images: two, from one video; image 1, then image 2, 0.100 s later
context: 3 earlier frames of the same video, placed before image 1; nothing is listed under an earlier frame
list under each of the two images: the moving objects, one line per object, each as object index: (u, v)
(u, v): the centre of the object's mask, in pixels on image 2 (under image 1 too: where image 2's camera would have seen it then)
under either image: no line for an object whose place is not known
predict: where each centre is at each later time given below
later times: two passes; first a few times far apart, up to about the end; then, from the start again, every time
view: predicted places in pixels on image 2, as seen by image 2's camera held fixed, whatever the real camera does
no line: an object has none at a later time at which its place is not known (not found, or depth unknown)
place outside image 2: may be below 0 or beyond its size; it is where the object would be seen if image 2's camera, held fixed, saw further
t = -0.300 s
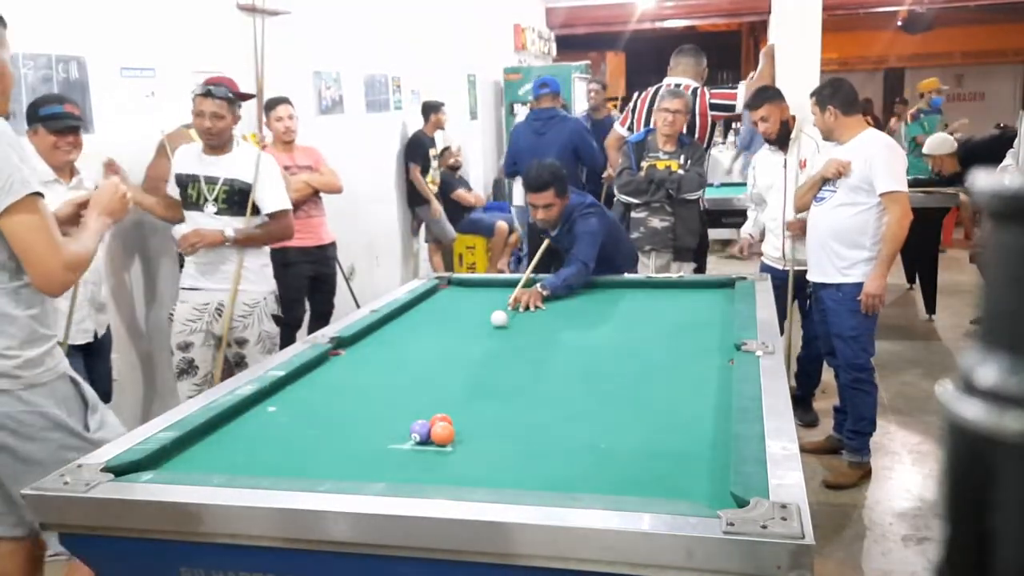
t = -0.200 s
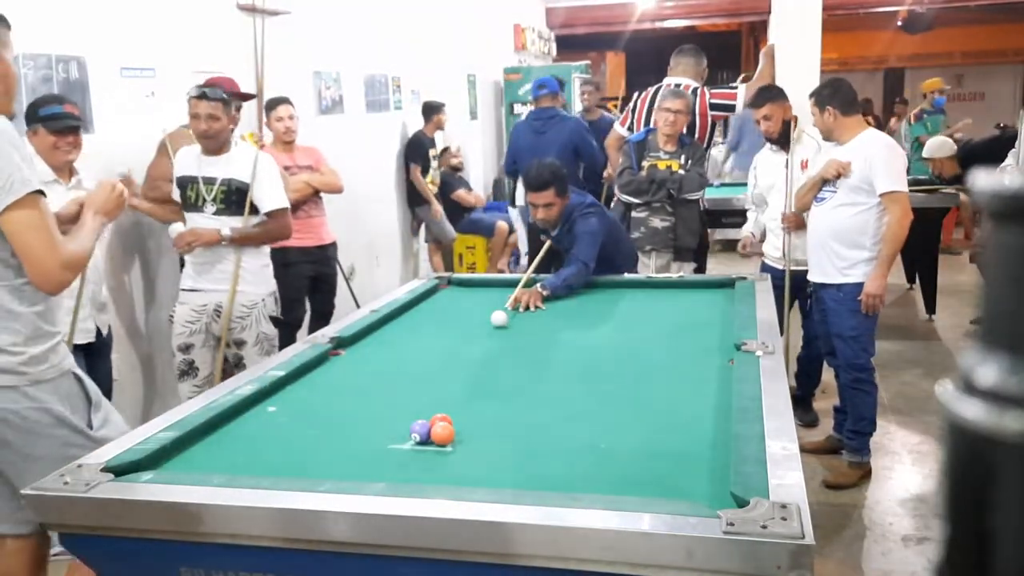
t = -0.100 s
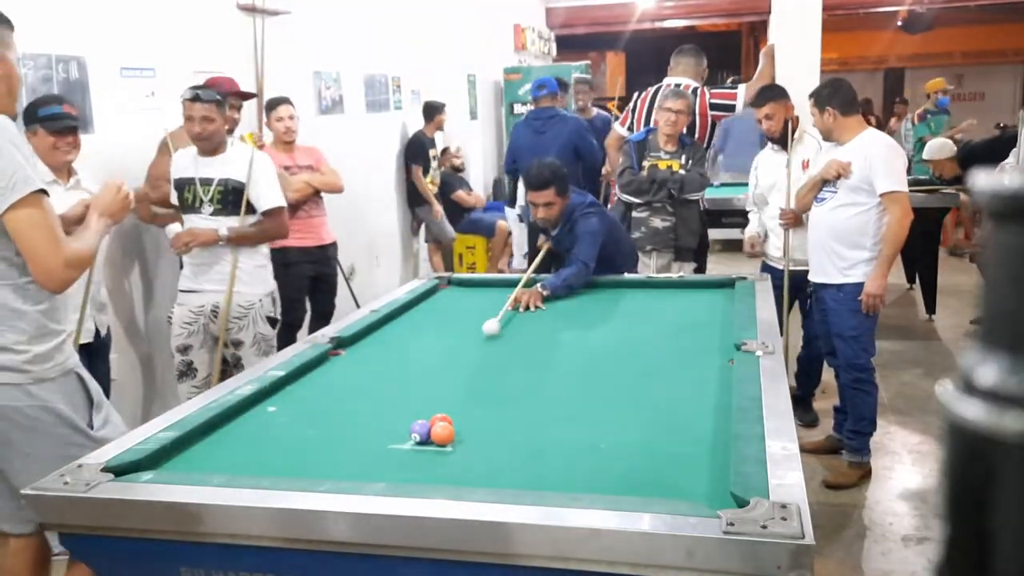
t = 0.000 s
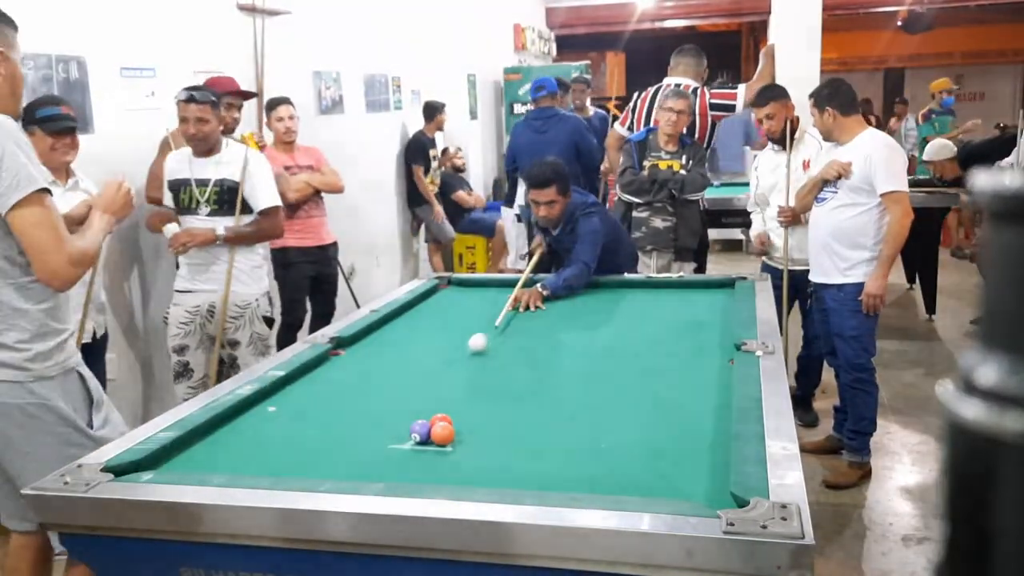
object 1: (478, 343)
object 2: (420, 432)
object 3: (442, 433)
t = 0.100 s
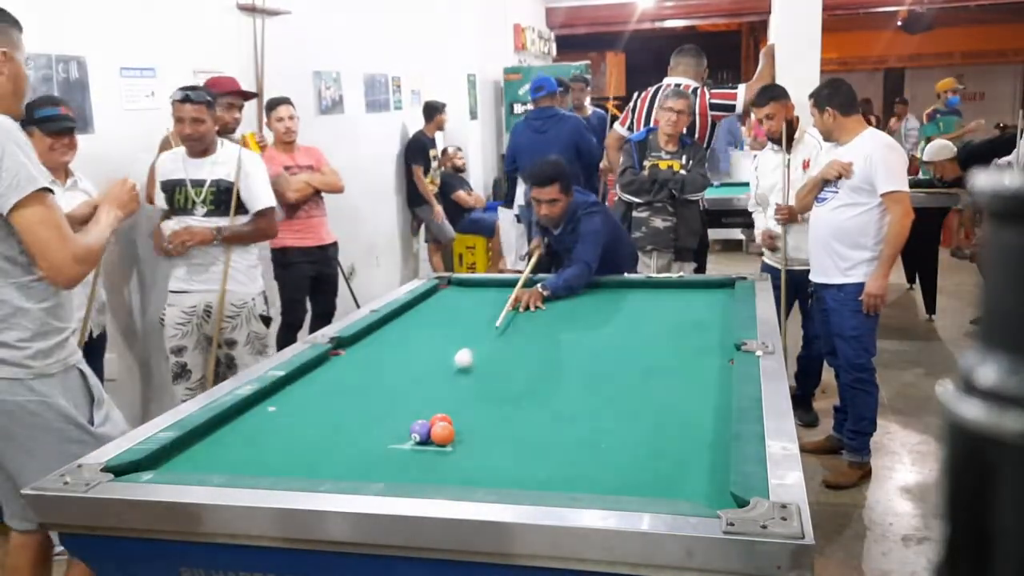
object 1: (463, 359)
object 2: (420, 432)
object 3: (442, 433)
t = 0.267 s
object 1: (435, 392)
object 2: (420, 432)
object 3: (442, 434)
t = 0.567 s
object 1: (331, 457)
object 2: (403, 442)
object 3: (498, 440)
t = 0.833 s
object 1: (301, 445)
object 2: (376, 458)
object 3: (580, 450)
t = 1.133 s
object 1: (308, 409)
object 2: (347, 471)
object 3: (676, 462)
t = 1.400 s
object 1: (312, 385)
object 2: (337, 471)
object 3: (689, 467)
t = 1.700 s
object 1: (321, 362)
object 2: (335, 466)
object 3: (633, 468)
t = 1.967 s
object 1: (356, 349)
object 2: (335, 461)
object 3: (591, 468)
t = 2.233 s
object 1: (387, 337)
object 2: (334, 456)
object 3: (553, 467)
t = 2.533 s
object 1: (416, 325)
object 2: (333, 453)
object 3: (517, 466)
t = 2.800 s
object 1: (441, 315)
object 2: (335, 449)
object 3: (492, 464)
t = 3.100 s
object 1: (462, 308)
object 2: (335, 450)
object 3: (468, 463)
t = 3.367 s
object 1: (479, 301)
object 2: (335, 450)
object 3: (453, 462)
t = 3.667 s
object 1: (497, 294)
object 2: (336, 449)
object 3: (441, 460)
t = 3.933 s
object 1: (509, 289)
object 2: (336, 449)
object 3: (435, 459)
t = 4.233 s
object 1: (522, 284)
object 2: (336, 449)
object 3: (433, 458)
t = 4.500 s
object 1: (530, 282)
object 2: (336, 449)
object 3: (433, 459)
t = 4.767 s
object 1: (532, 284)
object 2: (336, 449)
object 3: (433, 459)
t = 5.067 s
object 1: (533, 286)
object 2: (336, 449)
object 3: (433, 459)
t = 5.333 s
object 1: (534, 287)
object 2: (336, 449)
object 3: (433, 459)
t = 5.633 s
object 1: (535, 288)
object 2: (336, 449)
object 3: (433, 459)
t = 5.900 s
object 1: (535, 288)
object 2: (336, 449)
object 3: (433, 459)
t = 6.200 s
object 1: (535, 288)
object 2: (336, 449)
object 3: (433, 459)
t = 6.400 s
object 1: (535, 288)
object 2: (336, 449)
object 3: (433, 459)
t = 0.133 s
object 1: (458, 365)
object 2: (420, 432)
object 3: (442, 433)
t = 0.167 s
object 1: (453, 371)
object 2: (420, 432)
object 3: (442, 433)
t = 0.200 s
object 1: (447, 378)
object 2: (420, 432)
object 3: (442, 433)
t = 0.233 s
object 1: (442, 384)
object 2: (420, 432)
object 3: (442, 433)
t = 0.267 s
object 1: (435, 392)
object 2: (420, 432)
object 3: (442, 434)
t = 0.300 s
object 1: (429, 398)
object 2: (420, 432)
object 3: (442, 434)
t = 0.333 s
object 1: (422, 406)
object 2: (420, 432)
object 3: (442, 434)
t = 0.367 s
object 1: (414, 413)
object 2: (420, 432)
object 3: (442, 433)
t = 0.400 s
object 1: (403, 422)
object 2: (421, 432)
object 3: (443, 434)
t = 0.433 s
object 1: (391, 430)
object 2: (417, 435)
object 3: (456, 435)
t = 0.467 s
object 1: (377, 436)
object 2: (413, 435)
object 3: (467, 436)
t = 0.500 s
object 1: (362, 443)
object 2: (410, 438)
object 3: (477, 438)
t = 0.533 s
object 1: (347, 450)
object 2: (407, 440)
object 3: (487, 439)
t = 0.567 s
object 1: (331, 457)
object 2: (403, 442)
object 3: (498, 440)
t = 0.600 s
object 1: (314, 464)
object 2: (400, 444)
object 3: (507, 441)
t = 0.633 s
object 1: (297, 469)
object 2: (397, 446)
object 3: (518, 442)
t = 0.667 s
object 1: (293, 467)
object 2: (393, 448)
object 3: (528, 444)
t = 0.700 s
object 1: (296, 463)
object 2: (390, 450)
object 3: (538, 445)
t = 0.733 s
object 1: (298, 459)
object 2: (386, 452)
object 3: (548, 446)
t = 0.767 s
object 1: (299, 454)
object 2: (383, 454)
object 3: (559, 448)
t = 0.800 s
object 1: (300, 450)
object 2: (379, 456)
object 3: (569, 449)
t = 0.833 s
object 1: (301, 445)
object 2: (376, 458)
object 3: (580, 450)
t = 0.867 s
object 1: (302, 440)
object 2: (373, 460)
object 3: (590, 451)
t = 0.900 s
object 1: (303, 436)
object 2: (370, 461)
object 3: (600, 453)
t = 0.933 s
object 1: (304, 432)
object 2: (367, 463)
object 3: (611, 454)
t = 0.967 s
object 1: (304, 428)
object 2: (363, 466)
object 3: (622, 456)
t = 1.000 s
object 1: (305, 424)
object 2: (359, 467)
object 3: (633, 457)
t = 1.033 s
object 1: (306, 420)
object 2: (356, 468)
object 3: (644, 458)
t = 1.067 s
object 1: (306, 417)
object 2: (354, 469)
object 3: (654, 459)
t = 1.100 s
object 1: (307, 413)
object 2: (350, 470)
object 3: (665, 460)
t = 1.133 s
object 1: (308, 409)
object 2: (347, 471)
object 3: (676, 462)
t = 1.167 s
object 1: (308, 406)
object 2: (344, 472)
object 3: (686, 463)
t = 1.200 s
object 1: (309, 403)
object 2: (341, 473)
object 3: (698, 465)
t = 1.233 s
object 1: (309, 400)
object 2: (338, 473)
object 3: (709, 466)
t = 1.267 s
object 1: (310, 396)
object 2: (337, 473)
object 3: (716, 467)
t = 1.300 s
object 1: (311, 393)
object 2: (336, 473)
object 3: (710, 467)
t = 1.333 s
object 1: (311, 390)
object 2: (336, 473)
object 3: (703, 467)
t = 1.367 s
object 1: (311, 388)
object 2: (337, 472)
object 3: (696, 467)
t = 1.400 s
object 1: (312, 385)
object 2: (337, 471)
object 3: (689, 467)
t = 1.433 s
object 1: (313, 382)
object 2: (336, 471)
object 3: (683, 468)
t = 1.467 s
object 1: (313, 379)
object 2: (336, 470)
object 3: (677, 468)
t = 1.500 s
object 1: (313, 377)
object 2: (336, 470)
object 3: (670, 468)
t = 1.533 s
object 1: (314, 374)
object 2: (336, 469)
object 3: (664, 467)
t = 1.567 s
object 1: (314, 371)
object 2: (336, 468)
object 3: (658, 468)
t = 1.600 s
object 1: (315, 369)
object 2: (336, 468)
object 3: (652, 467)
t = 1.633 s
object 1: (315, 367)
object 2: (336, 467)
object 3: (646, 468)
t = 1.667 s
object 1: (316, 364)
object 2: (336, 466)
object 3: (639, 467)
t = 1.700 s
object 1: (321, 362)
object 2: (335, 466)
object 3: (633, 468)
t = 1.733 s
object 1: (325, 361)
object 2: (335, 465)
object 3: (628, 468)
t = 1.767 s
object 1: (330, 359)
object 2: (335, 465)
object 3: (622, 468)
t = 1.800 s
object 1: (334, 357)
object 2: (335, 464)
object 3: (617, 468)
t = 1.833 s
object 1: (339, 355)
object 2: (335, 463)
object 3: (611, 468)
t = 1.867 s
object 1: (343, 354)
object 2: (335, 462)
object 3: (606, 468)
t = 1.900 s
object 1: (348, 352)
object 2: (335, 462)
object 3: (601, 468)
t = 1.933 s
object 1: (352, 350)
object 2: (335, 461)
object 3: (596, 468)
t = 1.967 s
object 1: (356, 349)
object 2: (335, 461)
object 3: (591, 468)
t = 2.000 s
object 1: (360, 347)
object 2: (335, 460)
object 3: (586, 468)
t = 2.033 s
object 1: (365, 345)
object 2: (334, 460)
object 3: (581, 468)
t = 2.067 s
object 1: (368, 344)
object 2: (334, 459)
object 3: (576, 468)
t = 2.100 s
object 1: (372, 342)
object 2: (334, 458)
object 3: (571, 468)
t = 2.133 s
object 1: (375, 341)
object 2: (334, 458)
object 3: (567, 468)
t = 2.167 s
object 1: (380, 339)
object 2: (334, 457)
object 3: (562, 467)
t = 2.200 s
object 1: (383, 338)
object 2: (334, 457)
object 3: (558, 467)
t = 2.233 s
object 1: (387, 337)
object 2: (334, 456)
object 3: (553, 467)
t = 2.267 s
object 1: (390, 335)
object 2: (334, 456)
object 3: (549, 467)
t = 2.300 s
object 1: (394, 334)
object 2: (334, 455)
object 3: (545, 467)
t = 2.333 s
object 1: (397, 333)
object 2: (334, 455)
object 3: (541, 467)
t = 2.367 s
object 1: (400, 331)
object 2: (334, 454)
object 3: (537, 467)
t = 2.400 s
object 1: (404, 330)
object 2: (334, 454)
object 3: (533, 467)
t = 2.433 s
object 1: (407, 329)
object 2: (334, 453)
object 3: (529, 467)
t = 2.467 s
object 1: (410, 328)
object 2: (334, 453)
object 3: (525, 467)
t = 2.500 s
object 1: (413, 326)
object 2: (333, 453)
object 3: (521, 466)
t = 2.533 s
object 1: (416, 325)
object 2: (333, 453)
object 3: (517, 466)
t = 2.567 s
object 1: (419, 324)
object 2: (334, 453)
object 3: (514, 466)
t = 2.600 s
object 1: (423, 323)
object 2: (334, 452)
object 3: (511, 466)
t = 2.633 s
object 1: (426, 322)
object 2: (334, 451)
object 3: (507, 465)
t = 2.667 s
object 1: (429, 320)
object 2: (335, 451)
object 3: (504, 465)
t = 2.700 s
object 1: (433, 319)
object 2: (335, 450)
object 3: (501, 464)
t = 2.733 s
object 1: (436, 317)
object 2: (335, 450)
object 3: (498, 464)
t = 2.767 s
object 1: (438, 316)
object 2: (335, 450)
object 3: (495, 464)
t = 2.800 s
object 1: (441, 315)
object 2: (335, 449)
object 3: (492, 464)
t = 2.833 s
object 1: (443, 315)
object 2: (335, 450)
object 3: (489, 464)
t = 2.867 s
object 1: (445, 314)
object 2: (335, 450)
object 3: (486, 464)
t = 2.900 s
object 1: (448, 313)
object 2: (335, 450)
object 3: (483, 464)
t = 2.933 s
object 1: (450, 312)
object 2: (335, 450)
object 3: (480, 464)
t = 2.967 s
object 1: (452, 311)
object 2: (335, 450)
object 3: (478, 464)
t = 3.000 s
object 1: (455, 311)
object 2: (335, 450)
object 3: (475, 464)
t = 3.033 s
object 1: (457, 309)
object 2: (335, 450)
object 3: (473, 464)
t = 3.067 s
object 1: (460, 309)
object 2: (335, 450)
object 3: (471, 463)
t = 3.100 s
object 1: (462, 308)
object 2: (335, 450)
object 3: (468, 463)
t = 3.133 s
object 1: (464, 307)
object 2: (335, 450)
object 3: (466, 463)
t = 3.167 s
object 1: (466, 306)
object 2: (335, 450)
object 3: (464, 463)
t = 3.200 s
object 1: (468, 305)
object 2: (335, 450)
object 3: (462, 463)
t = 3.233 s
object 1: (470, 305)
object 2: (335, 450)
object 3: (460, 463)
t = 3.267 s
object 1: (473, 304)
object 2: (335, 450)
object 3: (458, 462)
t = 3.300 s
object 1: (475, 303)
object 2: (335, 450)
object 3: (456, 462)
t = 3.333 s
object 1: (477, 302)
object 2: (335, 450)
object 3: (454, 462)
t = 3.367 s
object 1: (479, 301)
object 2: (335, 450)
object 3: (453, 462)
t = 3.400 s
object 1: (481, 301)
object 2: (335, 450)
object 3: (451, 462)
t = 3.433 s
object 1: (483, 299)
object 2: (335, 450)
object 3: (449, 462)
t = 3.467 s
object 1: (484, 299)
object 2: (335, 450)
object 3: (448, 462)
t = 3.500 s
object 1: (486, 299)
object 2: (335, 450)
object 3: (447, 461)
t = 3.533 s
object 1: (489, 298)
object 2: (335, 450)
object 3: (445, 461)
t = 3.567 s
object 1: (491, 297)
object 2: (336, 449)
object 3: (444, 461)
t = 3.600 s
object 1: (493, 296)
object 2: (336, 449)
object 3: (443, 460)
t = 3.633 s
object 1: (495, 295)
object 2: (336, 449)
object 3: (442, 460)
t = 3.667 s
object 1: (497, 294)
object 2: (336, 449)
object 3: (441, 460)
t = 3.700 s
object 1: (498, 294)
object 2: (336, 449)
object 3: (440, 460)
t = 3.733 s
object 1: (500, 293)
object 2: (336, 449)
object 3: (439, 460)
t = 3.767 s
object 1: (501, 292)
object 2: (336, 449)
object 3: (438, 460)
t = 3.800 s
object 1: (503, 292)
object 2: (336, 449)
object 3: (437, 459)
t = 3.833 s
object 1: (505, 291)
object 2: (336, 449)
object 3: (436, 459)
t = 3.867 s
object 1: (506, 290)
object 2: (336, 449)
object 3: (435, 459)
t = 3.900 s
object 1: (508, 290)
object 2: (336, 449)
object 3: (435, 459)
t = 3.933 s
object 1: (509, 289)
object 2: (336, 449)
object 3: (435, 459)
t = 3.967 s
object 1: (511, 288)
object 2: (336, 449)
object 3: (434, 459)
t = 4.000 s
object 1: (513, 288)
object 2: (336, 449)
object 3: (434, 459)
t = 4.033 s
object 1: (514, 288)
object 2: (336, 449)
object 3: (433, 459)
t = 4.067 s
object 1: (516, 287)
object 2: (336, 449)
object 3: (433, 459)
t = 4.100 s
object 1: (517, 287)
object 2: (336, 449)
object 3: (433, 459)
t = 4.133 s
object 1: (518, 286)
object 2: (336, 449)
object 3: (433, 459)
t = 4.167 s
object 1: (520, 285)
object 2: (336, 449)
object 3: (433, 459)
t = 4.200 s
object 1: (521, 285)
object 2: (336, 449)
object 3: (433, 458)
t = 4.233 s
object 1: (522, 284)
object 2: (336, 449)
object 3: (433, 458)
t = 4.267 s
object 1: (524, 284)
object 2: (336, 449)
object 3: (433, 458)
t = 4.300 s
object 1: (525, 283)
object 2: (336, 449)
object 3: (433, 458)
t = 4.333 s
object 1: (526, 283)
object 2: (336, 449)
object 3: (433, 458)
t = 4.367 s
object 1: (528, 282)
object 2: (336, 449)
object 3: (433, 458)
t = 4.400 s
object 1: (529, 282)
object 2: (336, 449)
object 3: (433, 459)
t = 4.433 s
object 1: (530, 282)
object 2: (336, 449)
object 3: (433, 459)
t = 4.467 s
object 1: (530, 282)
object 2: (336, 449)
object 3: (433, 459)
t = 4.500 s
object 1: (530, 282)
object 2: (336, 449)
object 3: (433, 459)
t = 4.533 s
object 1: (531, 282)
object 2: (336, 449)
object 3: (433, 459)
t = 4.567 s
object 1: (531, 282)
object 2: (336, 449)
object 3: (433, 459)
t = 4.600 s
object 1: (531, 283)
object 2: (336, 449)
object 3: (433, 459)
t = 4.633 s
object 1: (531, 283)
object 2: (336, 449)
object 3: (433, 459)
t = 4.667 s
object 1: (531, 283)
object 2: (336, 449)
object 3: (433, 459)
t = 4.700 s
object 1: (532, 283)
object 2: (336, 449)
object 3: (433, 459)
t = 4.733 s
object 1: (531, 284)
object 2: (336, 449)
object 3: (433, 459)
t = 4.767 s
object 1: (532, 284)
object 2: (336, 449)
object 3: (433, 459)
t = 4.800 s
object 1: (532, 284)
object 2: (336, 449)
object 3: (433, 459)
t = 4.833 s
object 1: (532, 285)
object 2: (336, 449)
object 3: (433, 459)
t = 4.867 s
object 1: (532, 285)
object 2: (336, 449)
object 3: (433, 459)
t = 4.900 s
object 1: (532, 285)
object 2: (336, 449)
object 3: (433, 459)
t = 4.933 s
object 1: (533, 285)
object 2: (336, 449)
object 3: (433, 459)
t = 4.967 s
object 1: (533, 285)
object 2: (336, 449)
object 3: (433, 459)
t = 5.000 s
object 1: (533, 285)
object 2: (336, 449)
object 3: (433, 459)
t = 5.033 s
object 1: (533, 285)
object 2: (336, 449)
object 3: (433, 459)
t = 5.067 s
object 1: (533, 286)
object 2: (336, 449)
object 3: (433, 459)
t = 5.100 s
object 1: (533, 286)
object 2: (336, 449)
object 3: (433, 459)
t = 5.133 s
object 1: (533, 286)
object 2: (336, 449)
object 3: (433, 459)
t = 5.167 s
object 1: (534, 286)
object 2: (336, 449)
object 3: (433, 459)
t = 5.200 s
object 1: (534, 286)
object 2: (336, 449)
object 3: (433, 459)
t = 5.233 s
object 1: (534, 287)
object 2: (336, 449)
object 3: (433, 459)
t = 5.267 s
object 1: (534, 287)
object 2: (336, 449)
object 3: (433, 459)
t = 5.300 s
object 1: (534, 287)
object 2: (336, 449)
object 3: (433, 459)
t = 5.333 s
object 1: (534, 287)
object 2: (336, 449)
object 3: (433, 459)
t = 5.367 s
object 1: (534, 287)
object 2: (336, 449)
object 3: (433, 459)
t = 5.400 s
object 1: (534, 287)
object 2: (336, 449)
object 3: (433, 459)
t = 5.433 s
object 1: (534, 287)
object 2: (336, 449)
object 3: (433, 459)
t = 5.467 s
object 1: (534, 287)
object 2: (336, 449)
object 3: (433, 459)
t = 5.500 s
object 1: (535, 288)
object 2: (336, 449)
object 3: (433, 459)
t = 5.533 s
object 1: (535, 288)
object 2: (336, 449)
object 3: (433, 459)
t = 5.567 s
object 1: (535, 288)
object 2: (336, 449)
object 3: (433, 459)
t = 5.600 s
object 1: (535, 288)
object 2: (336, 449)
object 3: (433, 459)
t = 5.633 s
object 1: (535, 288)
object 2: (336, 449)
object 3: (433, 459)
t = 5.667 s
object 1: (535, 288)
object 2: (336, 449)
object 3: (433, 459)
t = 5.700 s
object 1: (535, 288)
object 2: (336, 449)
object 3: (433, 459)
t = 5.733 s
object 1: (535, 288)
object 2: (336, 449)
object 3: (433, 459)
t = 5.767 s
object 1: (535, 288)
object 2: (336, 449)
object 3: (433, 459)
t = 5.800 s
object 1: (535, 288)
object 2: (336, 449)
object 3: (433, 459)
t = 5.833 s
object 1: (535, 288)
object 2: (336, 449)
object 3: (433, 459)
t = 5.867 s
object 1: (535, 288)
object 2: (336, 449)
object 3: (433, 459)
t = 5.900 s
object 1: (535, 288)
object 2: (336, 449)
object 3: (433, 459)
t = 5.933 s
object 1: (535, 288)
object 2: (336, 449)
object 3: (433, 459)
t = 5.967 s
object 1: (535, 288)
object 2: (336, 449)
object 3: (433, 459)
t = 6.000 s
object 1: (535, 288)
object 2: (336, 449)
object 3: (433, 459)
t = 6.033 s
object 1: (535, 288)
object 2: (336, 449)
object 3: (433, 459)
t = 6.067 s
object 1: (535, 288)
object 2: (336, 449)
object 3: (433, 459)
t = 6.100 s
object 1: (535, 288)
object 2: (336, 449)
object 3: (433, 459)
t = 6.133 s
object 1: (535, 288)
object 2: (336, 449)
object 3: (433, 459)
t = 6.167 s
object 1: (535, 288)
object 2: (336, 449)
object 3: (433, 459)
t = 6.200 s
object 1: (535, 288)
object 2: (336, 449)
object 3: (433, 459)
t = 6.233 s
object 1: (535, 288)
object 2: (336, 449)
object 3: (433, 459)
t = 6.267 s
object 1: (535, 288)
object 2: (336, 449)
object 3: (433, 459)
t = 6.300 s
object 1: (535, 288)
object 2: (336, 449)
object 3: (433, 459)
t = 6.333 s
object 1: (535, 288)
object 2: (336, 449)
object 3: (433, 459)
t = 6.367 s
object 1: (535, 288)
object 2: (336, 449)
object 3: (433, 459)
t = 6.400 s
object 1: (535, 288)
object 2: (336, 449)
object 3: (433, 459)
